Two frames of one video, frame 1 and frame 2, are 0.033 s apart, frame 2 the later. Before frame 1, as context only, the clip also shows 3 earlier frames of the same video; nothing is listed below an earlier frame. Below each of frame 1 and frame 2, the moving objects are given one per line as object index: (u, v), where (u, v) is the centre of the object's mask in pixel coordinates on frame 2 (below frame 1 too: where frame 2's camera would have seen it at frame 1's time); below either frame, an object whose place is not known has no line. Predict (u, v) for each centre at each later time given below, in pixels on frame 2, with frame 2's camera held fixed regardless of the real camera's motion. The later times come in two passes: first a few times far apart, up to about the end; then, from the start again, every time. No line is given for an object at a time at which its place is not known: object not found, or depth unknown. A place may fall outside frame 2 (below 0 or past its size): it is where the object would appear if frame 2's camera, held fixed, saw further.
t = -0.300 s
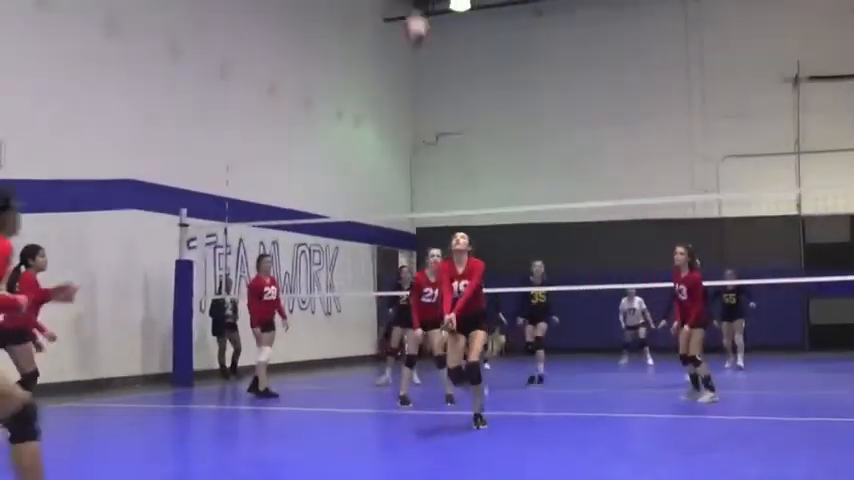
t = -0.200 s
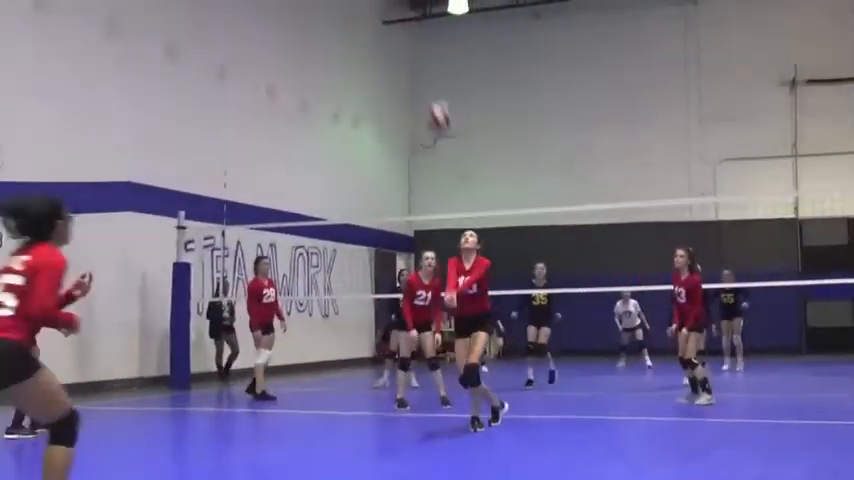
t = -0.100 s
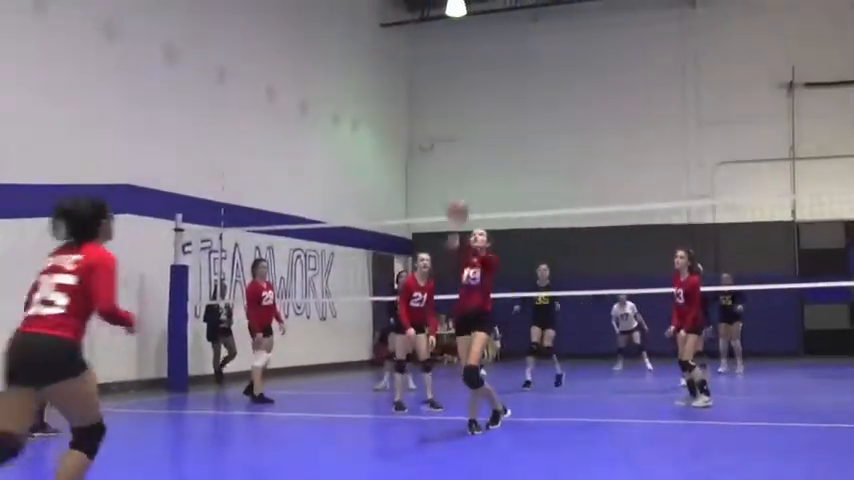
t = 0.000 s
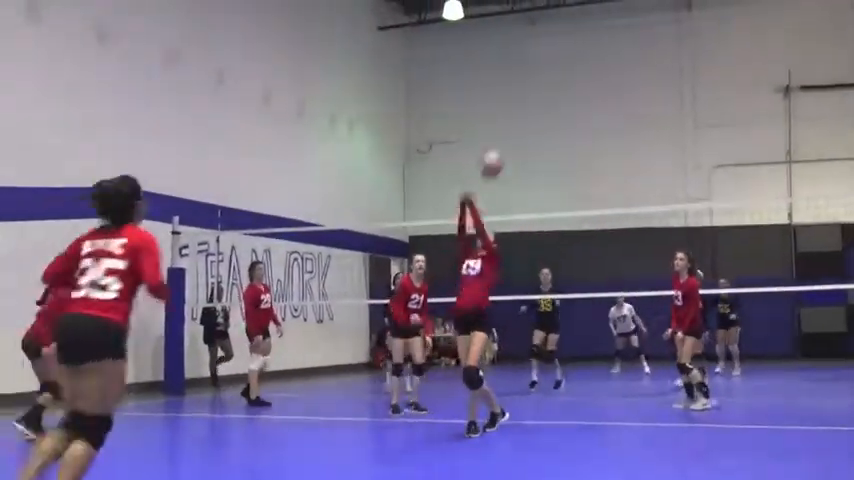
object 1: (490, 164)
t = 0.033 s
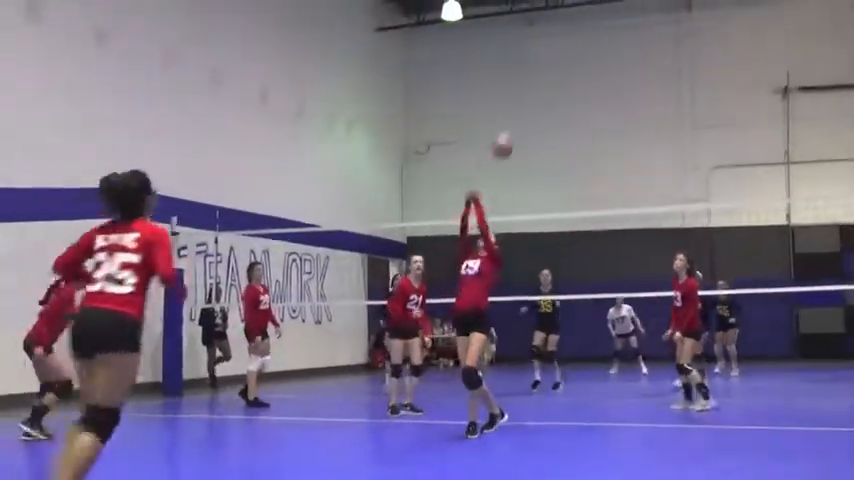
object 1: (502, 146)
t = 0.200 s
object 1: (553, 77)
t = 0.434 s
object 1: (609, 46)
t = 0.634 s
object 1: (648, 60)
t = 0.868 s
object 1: (686, 115)
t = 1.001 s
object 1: (703, 157)
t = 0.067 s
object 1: (513, 127)
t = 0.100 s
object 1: (524, 112)
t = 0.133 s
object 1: (534, 98)
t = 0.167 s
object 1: (544, 86)
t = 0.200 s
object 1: (553, 77)
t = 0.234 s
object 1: (561, 68)
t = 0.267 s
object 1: (570, 62)
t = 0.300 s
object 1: (579, 55)
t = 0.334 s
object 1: (588, 51)
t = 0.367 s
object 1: (595, 48)
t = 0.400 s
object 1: (602, 46)
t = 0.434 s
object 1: (609, 46)
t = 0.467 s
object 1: (616, 46)
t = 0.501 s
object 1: (623, 47)
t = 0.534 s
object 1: (630, 49)
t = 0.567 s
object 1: (636, 52)
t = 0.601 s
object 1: (643, 55)
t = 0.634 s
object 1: (648, 60)
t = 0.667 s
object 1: (654, 66)
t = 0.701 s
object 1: (662, 74)
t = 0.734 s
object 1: (665, 80)
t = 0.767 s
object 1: (671, 88)
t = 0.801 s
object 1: (675, 98)
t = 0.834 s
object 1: (681, 106)
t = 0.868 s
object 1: (686, 115)
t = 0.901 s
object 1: (690, 124)
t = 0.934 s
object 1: (695, 134)
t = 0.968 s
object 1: (699, 146)
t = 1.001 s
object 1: (703, 157)
